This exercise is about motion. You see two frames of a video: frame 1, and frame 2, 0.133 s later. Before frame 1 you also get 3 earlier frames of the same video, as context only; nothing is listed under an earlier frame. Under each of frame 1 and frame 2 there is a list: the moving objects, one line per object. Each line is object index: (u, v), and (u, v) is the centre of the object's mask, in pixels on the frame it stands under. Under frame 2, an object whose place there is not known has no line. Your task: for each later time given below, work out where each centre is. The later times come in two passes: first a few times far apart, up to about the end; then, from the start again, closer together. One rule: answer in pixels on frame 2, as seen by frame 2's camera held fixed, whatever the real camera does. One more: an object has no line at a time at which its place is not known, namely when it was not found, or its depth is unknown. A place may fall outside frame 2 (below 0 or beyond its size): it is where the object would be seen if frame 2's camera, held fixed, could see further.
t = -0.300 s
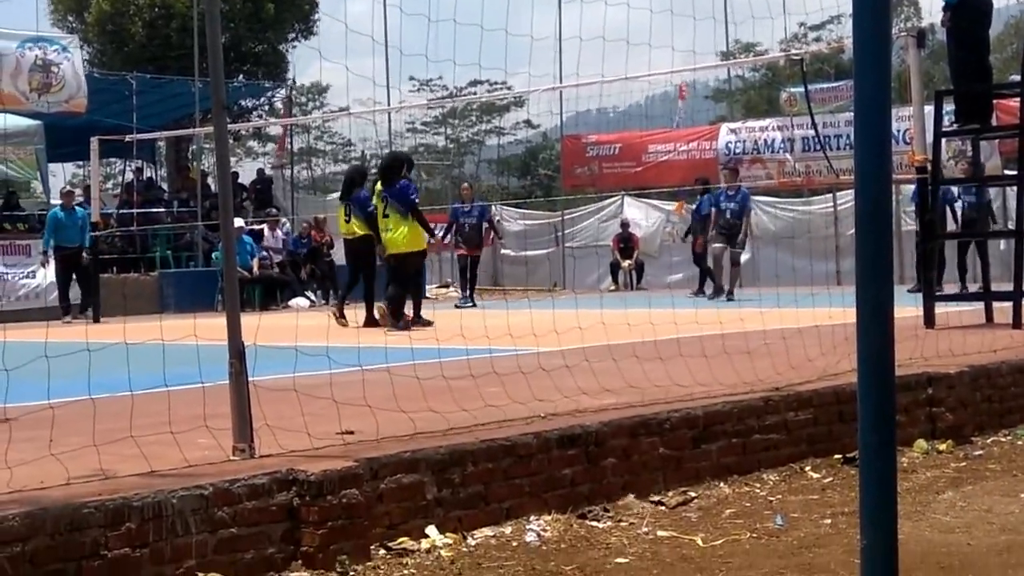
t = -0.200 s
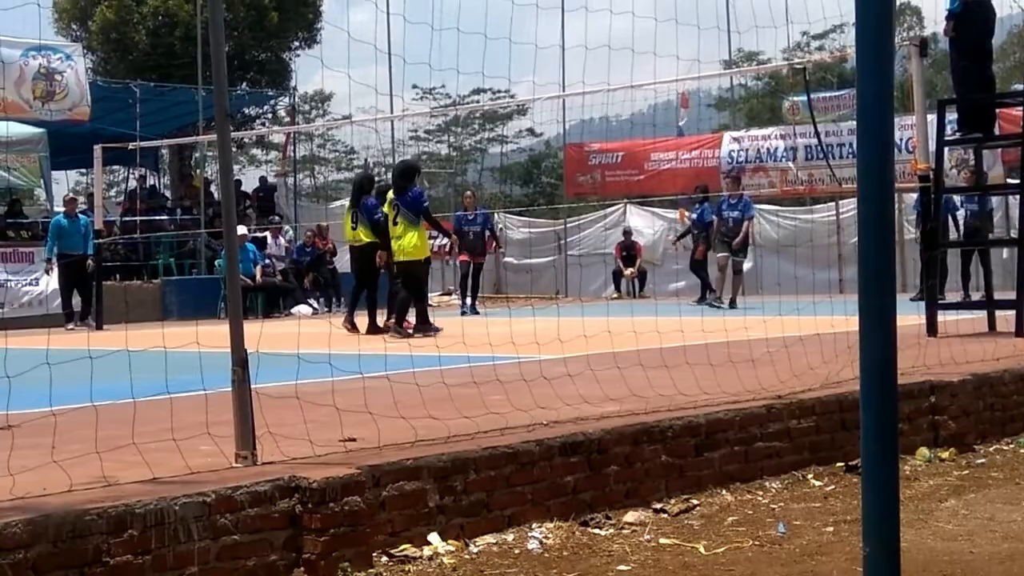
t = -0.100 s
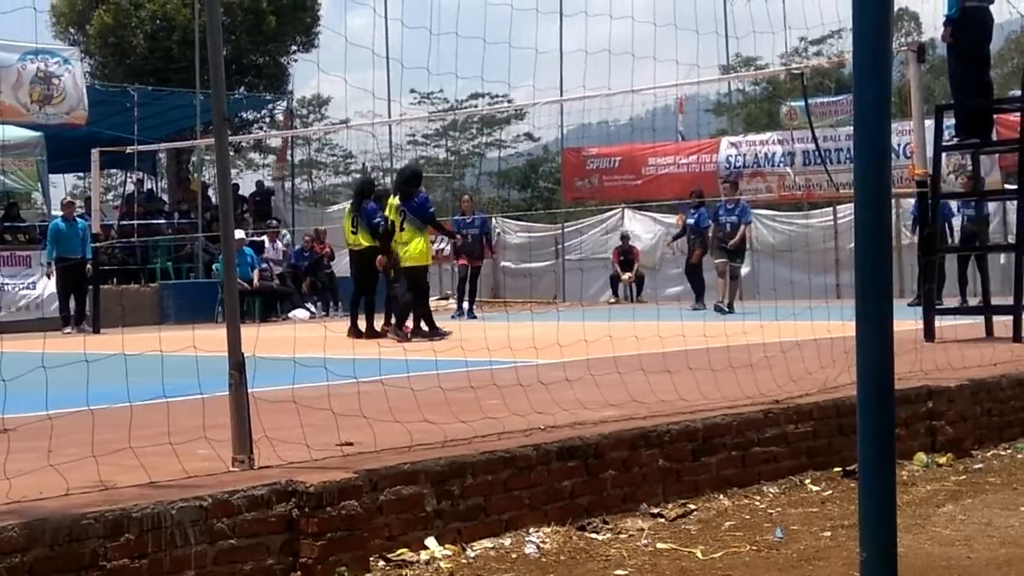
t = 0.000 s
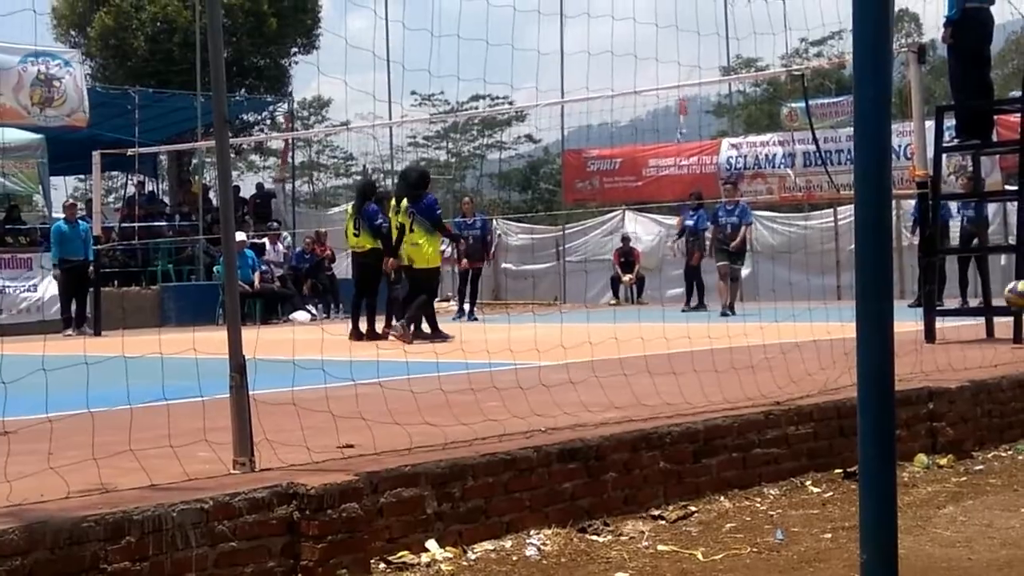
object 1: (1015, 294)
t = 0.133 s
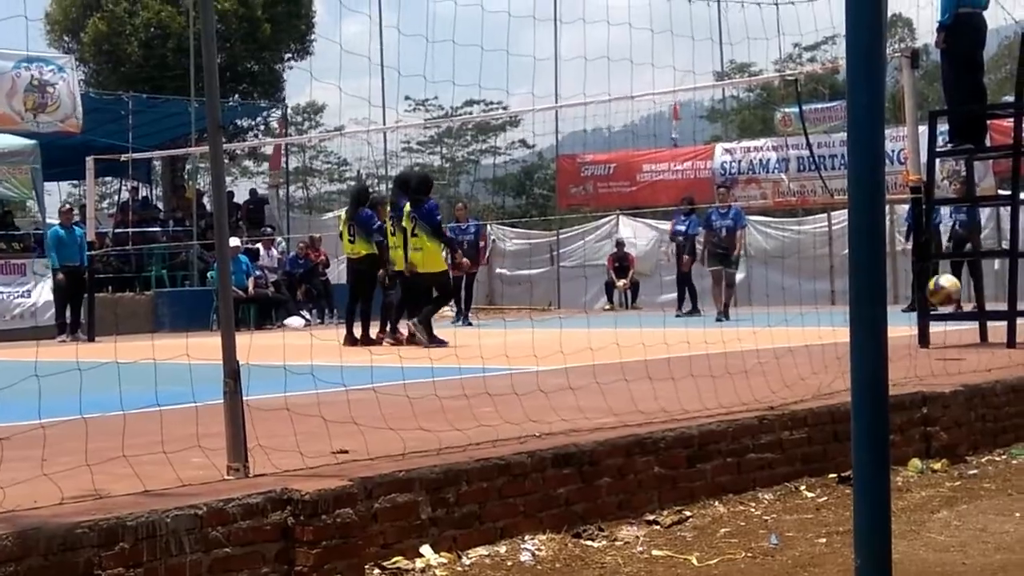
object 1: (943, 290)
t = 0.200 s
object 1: (906, 296)
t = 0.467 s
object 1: (750, 337)
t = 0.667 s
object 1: (637, 312)
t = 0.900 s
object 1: (489, 383)
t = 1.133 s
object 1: (303, 353)
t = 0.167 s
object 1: (926, 291)
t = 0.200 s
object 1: (906, 296)
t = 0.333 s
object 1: (826, 331)
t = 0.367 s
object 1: (804, 345)
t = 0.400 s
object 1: (783, 360)
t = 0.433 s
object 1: (766, 348)
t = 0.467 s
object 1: (750, 337)
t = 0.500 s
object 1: (732, 329)
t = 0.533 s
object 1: (714, 322)
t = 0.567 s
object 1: (696, 317)
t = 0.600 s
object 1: (676, 314)
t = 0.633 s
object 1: (658, 311)
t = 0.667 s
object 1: (637, 312)
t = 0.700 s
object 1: (618, 316)
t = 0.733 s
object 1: (598, 320)
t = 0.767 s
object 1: (577, 328)
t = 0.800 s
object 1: (556, 338)
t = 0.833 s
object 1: (534, 351)
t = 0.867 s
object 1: (512, 366)
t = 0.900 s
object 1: (489, 383)
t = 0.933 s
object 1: (465, 383)
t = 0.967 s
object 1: (440, 372)
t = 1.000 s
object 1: (414, 364)
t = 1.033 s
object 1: (388, 358)
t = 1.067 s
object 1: (361, 354)
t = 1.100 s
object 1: (332, 352)
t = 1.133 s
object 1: (303, 353)
